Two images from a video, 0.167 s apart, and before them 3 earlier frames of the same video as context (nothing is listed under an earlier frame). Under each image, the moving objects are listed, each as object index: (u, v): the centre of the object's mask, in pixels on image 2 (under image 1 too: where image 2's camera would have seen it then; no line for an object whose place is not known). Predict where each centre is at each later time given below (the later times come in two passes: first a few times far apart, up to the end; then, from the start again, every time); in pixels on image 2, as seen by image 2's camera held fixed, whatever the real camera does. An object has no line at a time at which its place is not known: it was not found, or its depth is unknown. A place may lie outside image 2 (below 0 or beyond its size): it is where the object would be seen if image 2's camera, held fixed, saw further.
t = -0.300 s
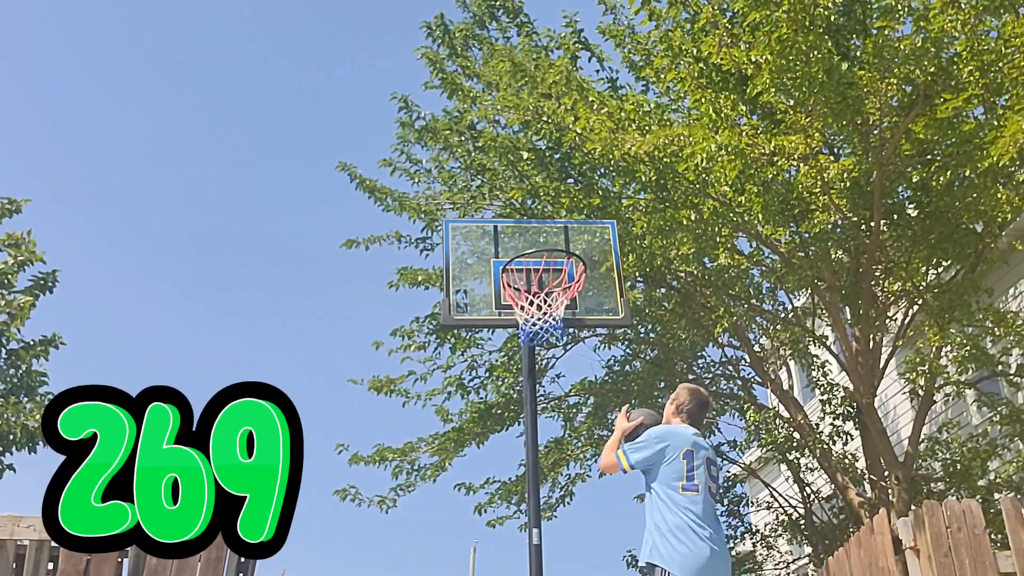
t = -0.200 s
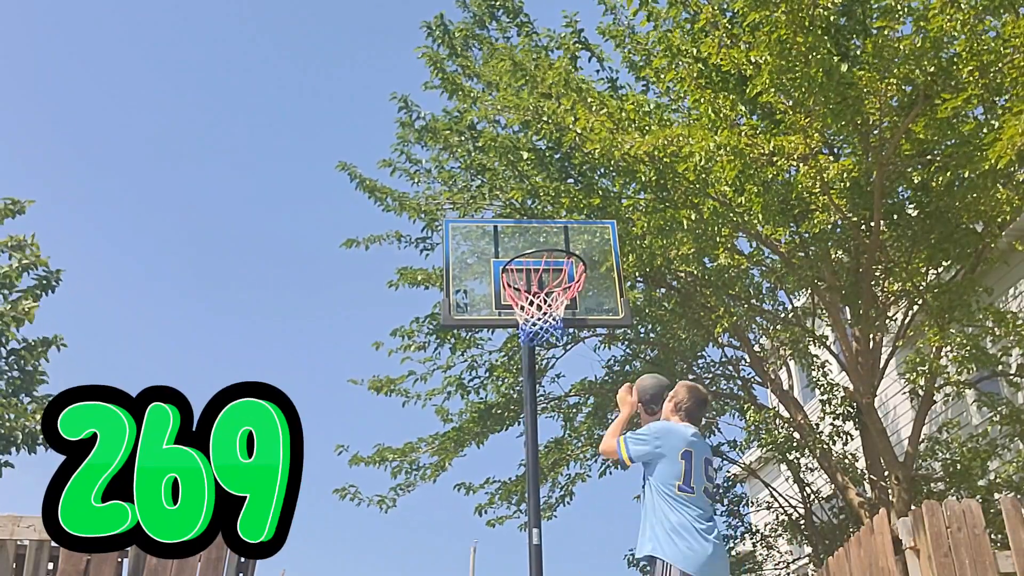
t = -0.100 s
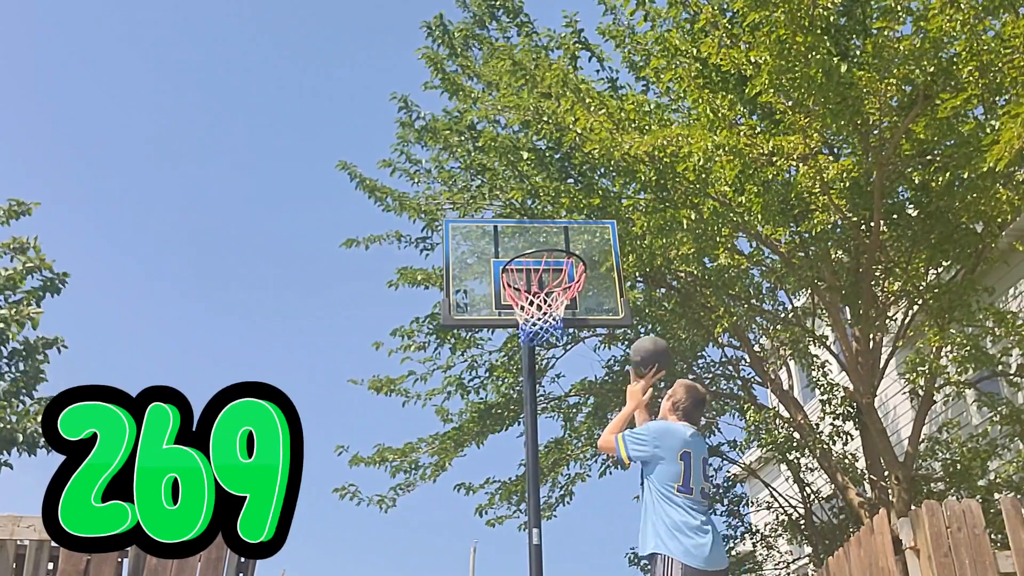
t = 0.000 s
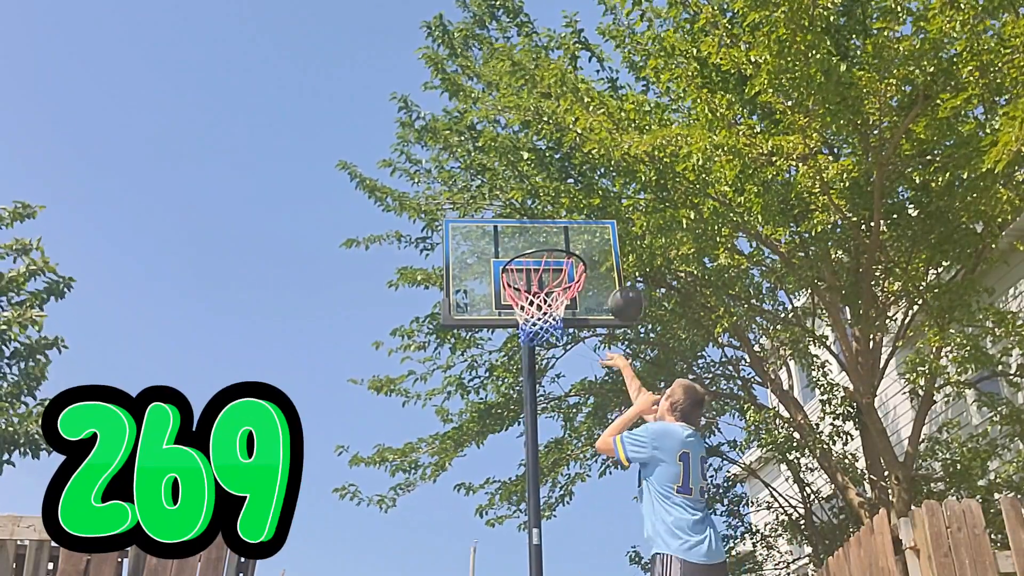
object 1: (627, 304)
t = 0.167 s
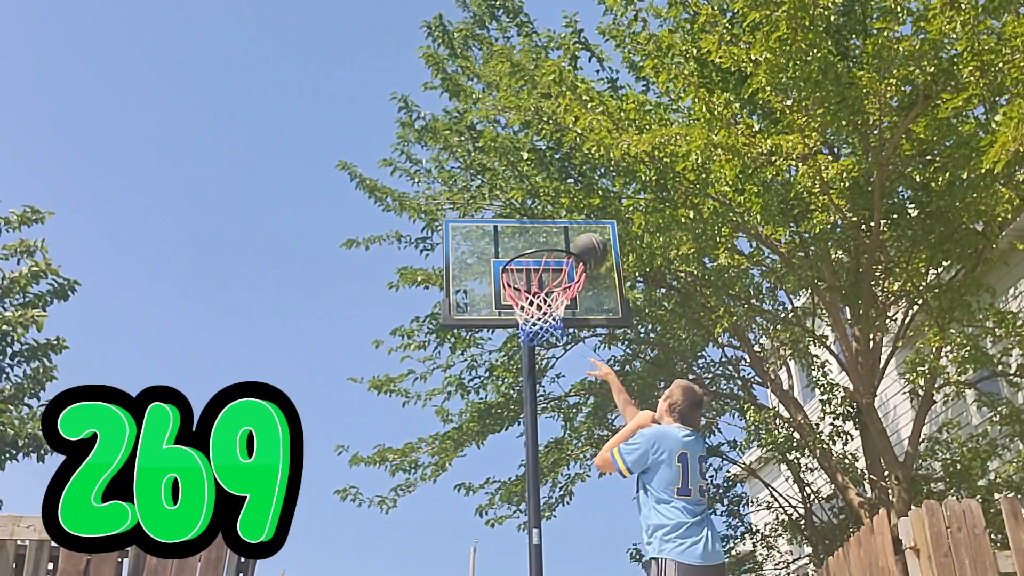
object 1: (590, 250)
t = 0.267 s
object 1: (574, 239)
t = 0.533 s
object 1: (544, 276)
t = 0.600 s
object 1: (540, 295)
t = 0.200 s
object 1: (583, 244)
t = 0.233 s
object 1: (578, 242)
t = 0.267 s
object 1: (574, 239)
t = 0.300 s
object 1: (571, 239)
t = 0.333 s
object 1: (567, 239)
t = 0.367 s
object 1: (564, 241)
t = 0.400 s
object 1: (561, 244)
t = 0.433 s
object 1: (556, 251)
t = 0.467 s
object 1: (552, 257)
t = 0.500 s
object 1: (548, 267)
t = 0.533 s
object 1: (544, 276)
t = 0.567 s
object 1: (542, 282)
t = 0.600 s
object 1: (540, 295)
